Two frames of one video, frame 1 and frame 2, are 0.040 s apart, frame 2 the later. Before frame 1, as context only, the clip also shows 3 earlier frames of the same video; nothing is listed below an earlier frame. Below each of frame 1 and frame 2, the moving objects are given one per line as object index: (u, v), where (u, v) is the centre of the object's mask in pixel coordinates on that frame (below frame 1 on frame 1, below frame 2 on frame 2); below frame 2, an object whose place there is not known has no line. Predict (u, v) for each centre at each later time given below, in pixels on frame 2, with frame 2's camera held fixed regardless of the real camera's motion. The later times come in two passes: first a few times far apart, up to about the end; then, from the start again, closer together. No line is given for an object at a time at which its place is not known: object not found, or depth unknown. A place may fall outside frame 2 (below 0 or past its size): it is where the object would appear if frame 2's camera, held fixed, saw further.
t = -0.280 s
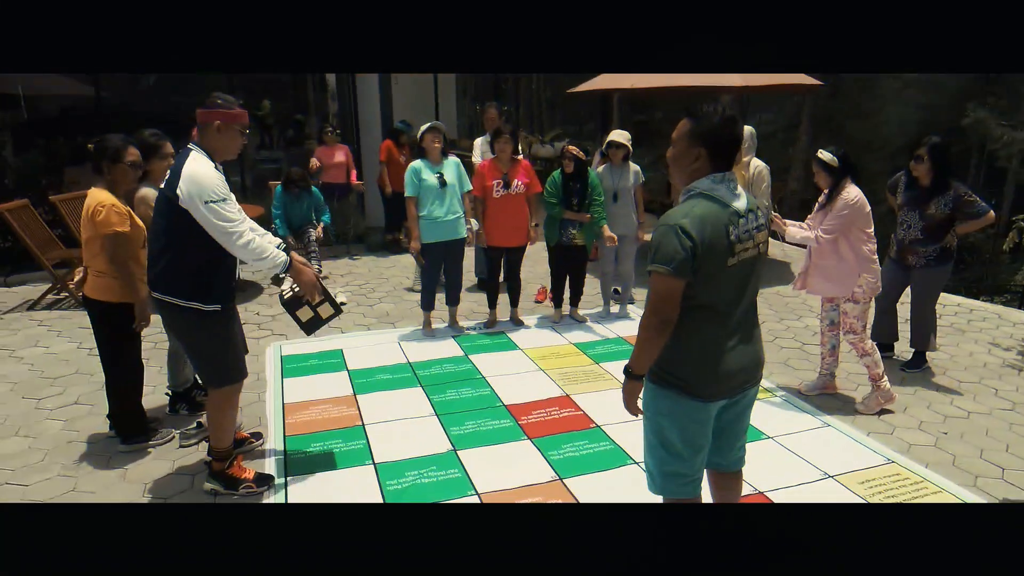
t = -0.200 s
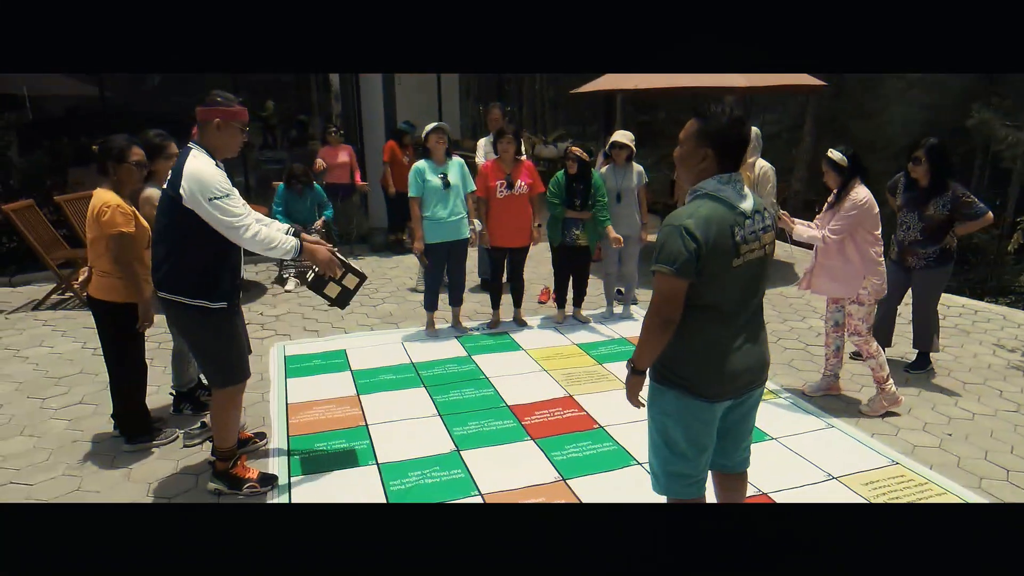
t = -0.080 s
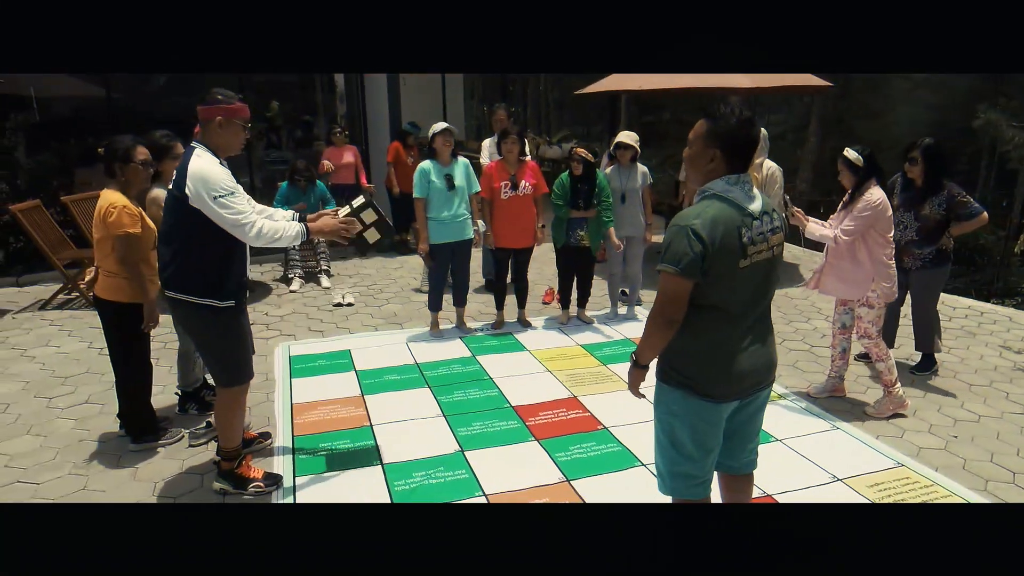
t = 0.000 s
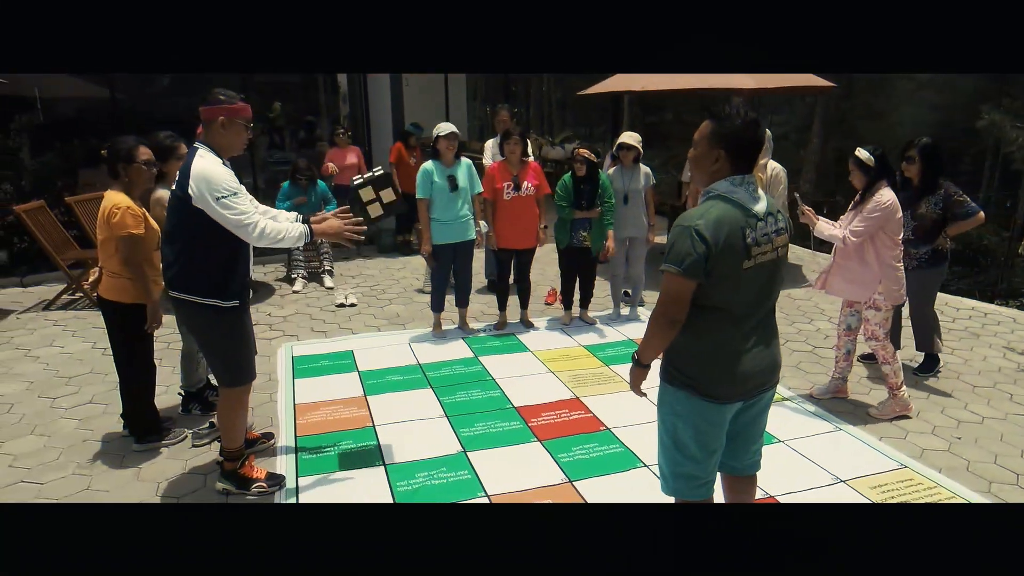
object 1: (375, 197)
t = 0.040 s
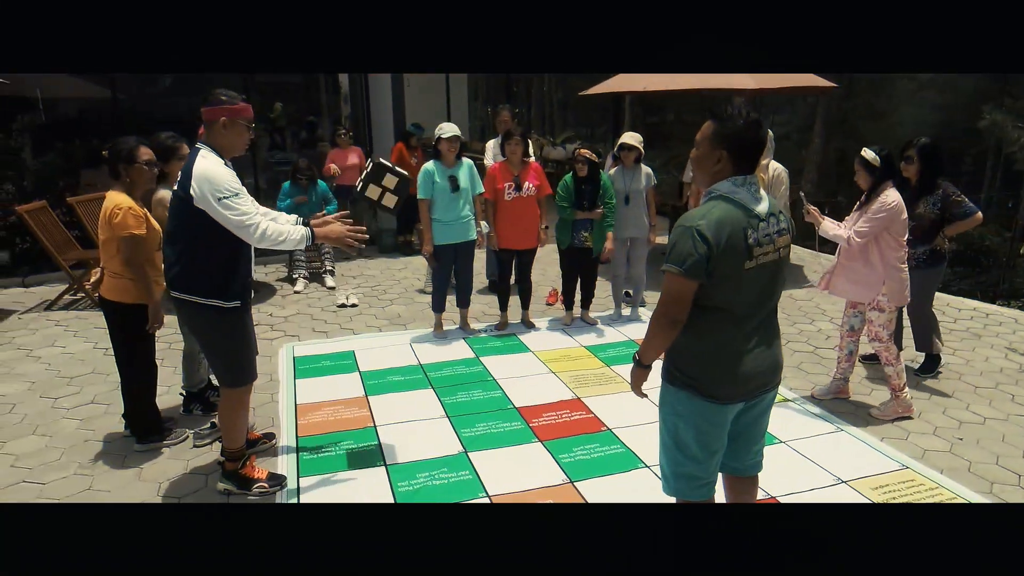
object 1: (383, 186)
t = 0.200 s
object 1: (406, 172)
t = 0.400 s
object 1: (434, 208)
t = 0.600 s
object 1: (457, 294)
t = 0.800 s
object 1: (479, 388)
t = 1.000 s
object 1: (496, 364)
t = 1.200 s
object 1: (504, 363)
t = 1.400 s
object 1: (504, 363)
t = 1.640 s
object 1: (499, 366)
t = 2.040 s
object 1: (494, 370)
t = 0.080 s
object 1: (389, 178)
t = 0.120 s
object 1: (394, 174)
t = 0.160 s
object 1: (400, 172)
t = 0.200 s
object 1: (406, 172)
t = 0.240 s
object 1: (411, 175)
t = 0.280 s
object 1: (417, 180)
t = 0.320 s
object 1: (423, 188)
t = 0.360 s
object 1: (428, 197)
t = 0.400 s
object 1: (434, 208)
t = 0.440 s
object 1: (437, 222)
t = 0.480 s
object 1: (442, 237)
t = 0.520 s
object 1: (446, 254)
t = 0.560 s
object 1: (452, 273)
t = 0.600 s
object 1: (457, 294)
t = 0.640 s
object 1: (461, 314)
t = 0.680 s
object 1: (465, 336)
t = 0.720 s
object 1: (470, 357)
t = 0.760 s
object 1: (475, 379)
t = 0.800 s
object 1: (479, 388)
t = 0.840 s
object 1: (483, 378)
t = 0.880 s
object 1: (487, 371)
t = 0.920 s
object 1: (490, 367)
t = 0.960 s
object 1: (494, 365)
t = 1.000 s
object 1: (496, 364)
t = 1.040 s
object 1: (499, 366)
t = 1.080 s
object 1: (503, 368)
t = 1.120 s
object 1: (504, 365)
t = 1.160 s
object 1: (504, 363)
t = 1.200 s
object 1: (504, 363)
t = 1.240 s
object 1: (504, 363)
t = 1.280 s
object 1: (504, 363)
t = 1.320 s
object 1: (504, 363)
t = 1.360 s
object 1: (504, 363)
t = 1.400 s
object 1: (504, 363)
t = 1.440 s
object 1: (503, 363)
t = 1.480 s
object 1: (503, 363)
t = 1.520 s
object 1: (503, 364)
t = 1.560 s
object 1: (502, 364)
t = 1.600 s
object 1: (501, 364)
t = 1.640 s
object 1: (499, 366)
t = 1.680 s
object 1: (498, 366)
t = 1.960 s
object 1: (493, 370)
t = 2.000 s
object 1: (494, 370)
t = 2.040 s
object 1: (494, 370)
